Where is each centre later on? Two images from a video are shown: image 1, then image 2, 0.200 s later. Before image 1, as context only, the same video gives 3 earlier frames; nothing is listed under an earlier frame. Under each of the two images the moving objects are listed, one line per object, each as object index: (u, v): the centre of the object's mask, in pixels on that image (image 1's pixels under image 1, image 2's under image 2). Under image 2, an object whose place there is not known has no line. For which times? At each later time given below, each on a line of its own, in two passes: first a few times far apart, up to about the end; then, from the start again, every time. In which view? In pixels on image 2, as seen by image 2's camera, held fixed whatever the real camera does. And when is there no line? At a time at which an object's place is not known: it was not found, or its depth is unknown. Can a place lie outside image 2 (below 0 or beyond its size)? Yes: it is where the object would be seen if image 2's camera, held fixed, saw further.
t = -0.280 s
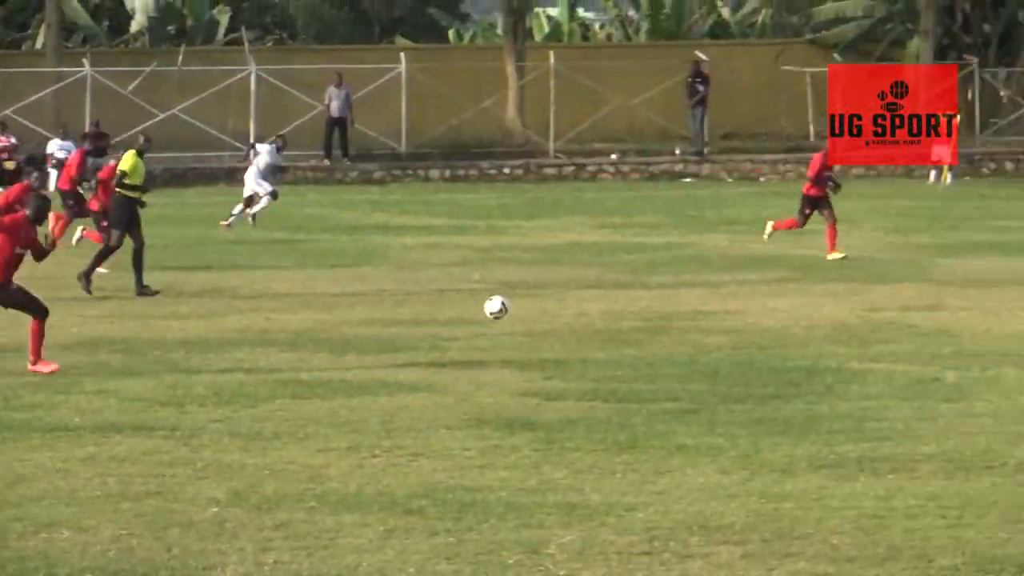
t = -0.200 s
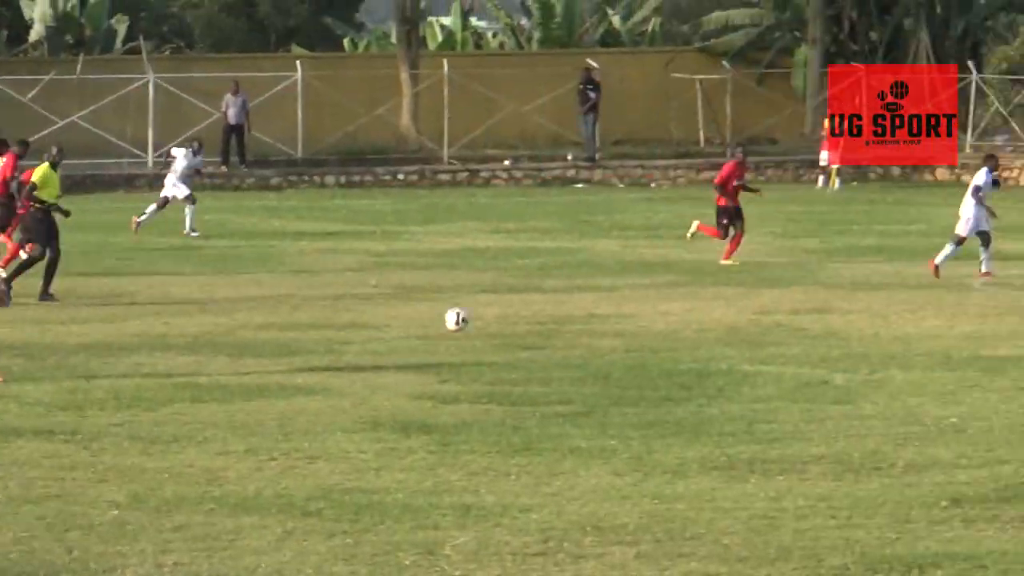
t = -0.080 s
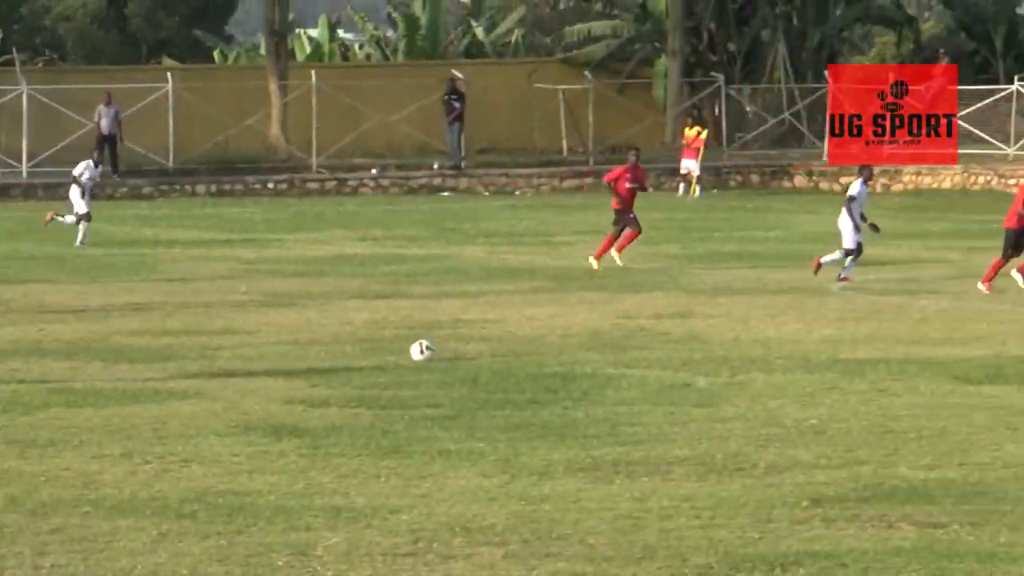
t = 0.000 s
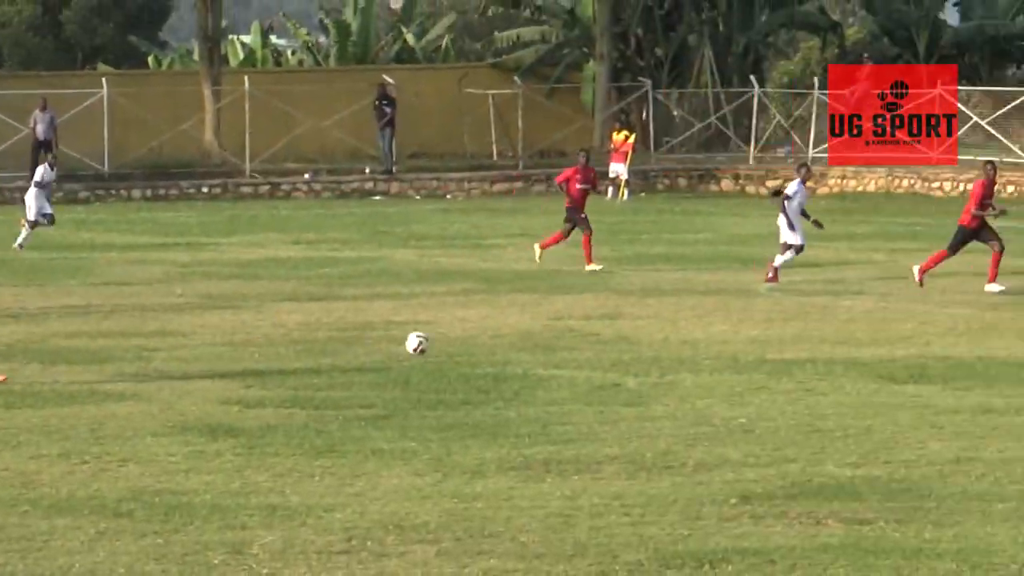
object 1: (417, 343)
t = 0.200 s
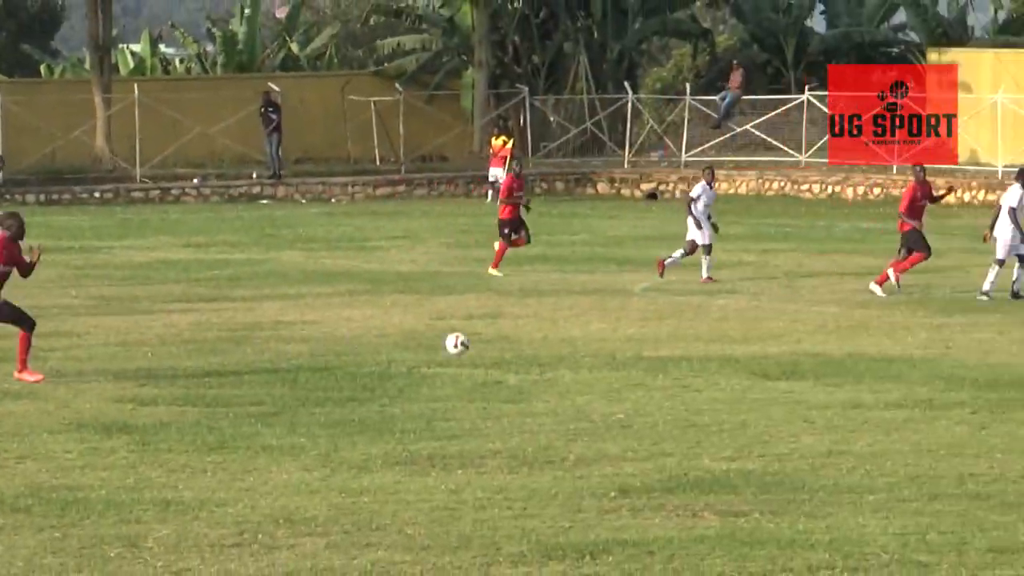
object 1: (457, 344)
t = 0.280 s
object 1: (518, 357)
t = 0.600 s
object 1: (770, 353)
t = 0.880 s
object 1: (998, 361)
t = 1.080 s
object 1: (1170, 386)
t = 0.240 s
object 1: (488, 349)
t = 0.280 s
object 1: (518, 357)
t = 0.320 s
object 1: (550, 363)
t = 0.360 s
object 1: (581, 357)
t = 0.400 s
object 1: (611, 352)
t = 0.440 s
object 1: (644, 348)
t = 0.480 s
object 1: (675, 346)
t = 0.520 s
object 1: (706, 346)
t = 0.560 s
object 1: (738, 348)
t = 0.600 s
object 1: (770, 353)
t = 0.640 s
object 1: (803, 359)
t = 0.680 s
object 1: (835, 368)
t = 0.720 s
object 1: (869, 375)
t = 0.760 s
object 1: (900, 370)
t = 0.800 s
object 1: (933, 365)
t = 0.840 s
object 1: (966, 362)
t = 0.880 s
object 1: (998, 361)
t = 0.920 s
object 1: (1033, 362)
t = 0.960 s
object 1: (1067, 365)
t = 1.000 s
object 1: (1101, 370)
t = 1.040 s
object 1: (1136, 377)
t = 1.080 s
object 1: (1170, 386)
